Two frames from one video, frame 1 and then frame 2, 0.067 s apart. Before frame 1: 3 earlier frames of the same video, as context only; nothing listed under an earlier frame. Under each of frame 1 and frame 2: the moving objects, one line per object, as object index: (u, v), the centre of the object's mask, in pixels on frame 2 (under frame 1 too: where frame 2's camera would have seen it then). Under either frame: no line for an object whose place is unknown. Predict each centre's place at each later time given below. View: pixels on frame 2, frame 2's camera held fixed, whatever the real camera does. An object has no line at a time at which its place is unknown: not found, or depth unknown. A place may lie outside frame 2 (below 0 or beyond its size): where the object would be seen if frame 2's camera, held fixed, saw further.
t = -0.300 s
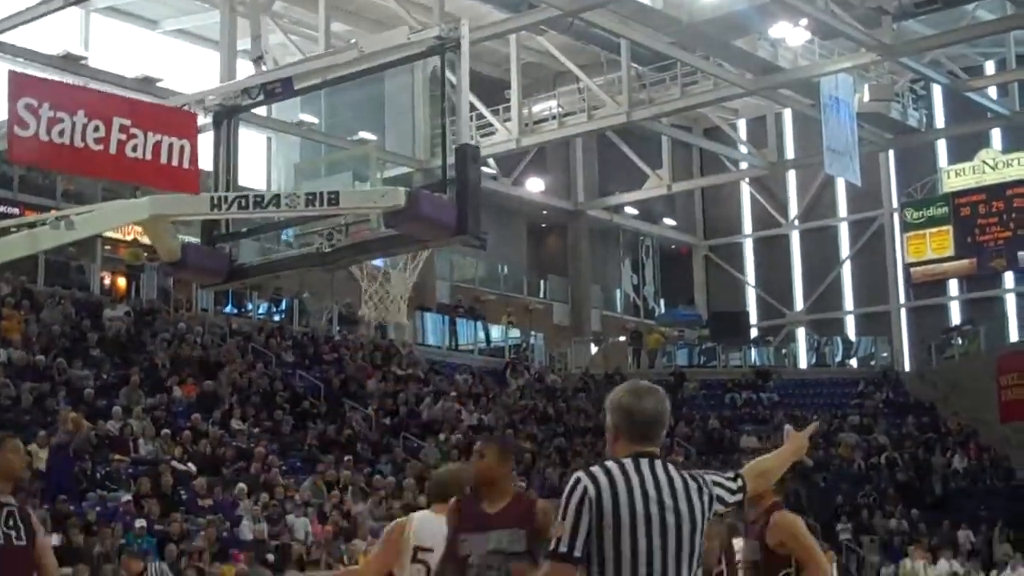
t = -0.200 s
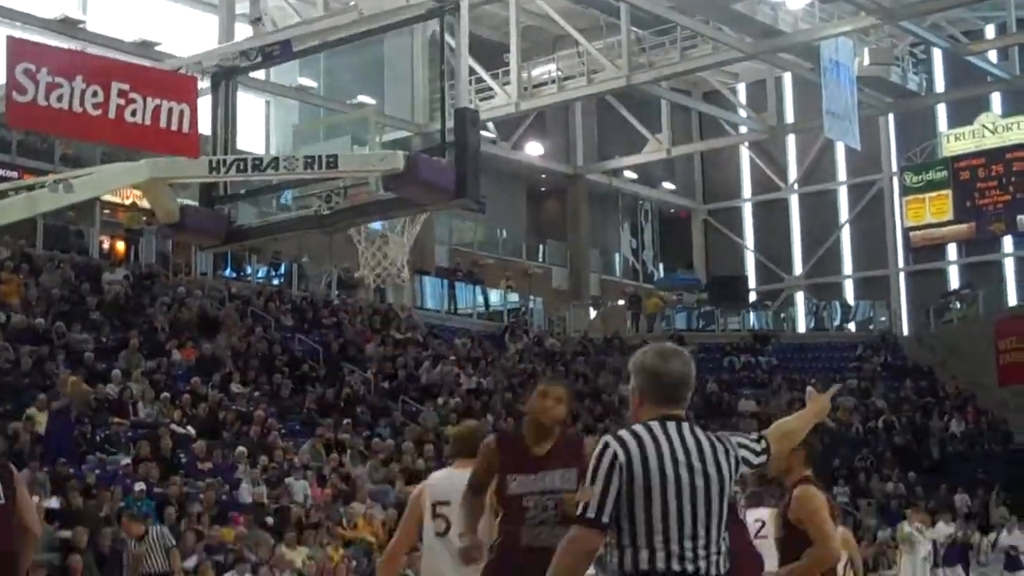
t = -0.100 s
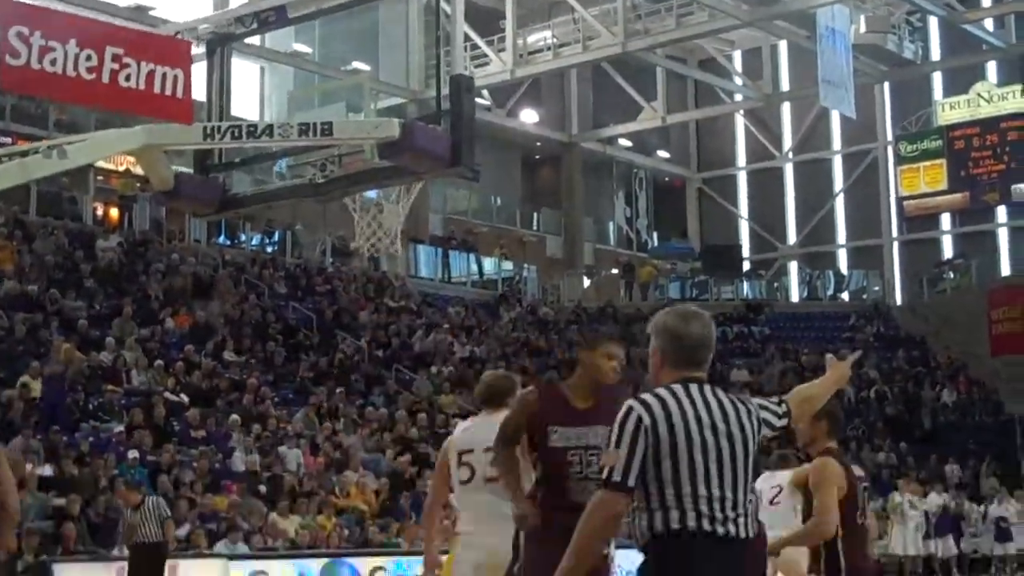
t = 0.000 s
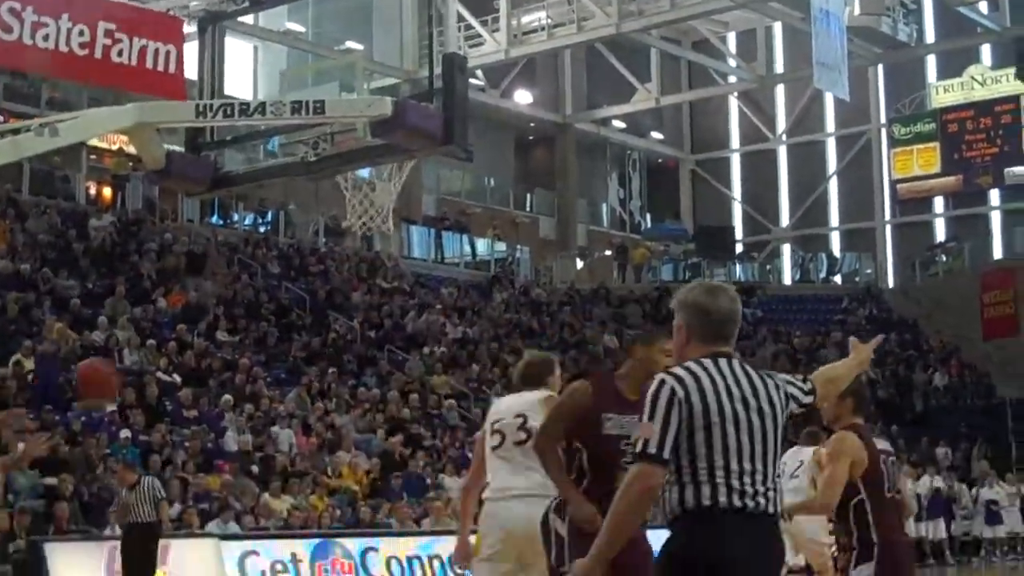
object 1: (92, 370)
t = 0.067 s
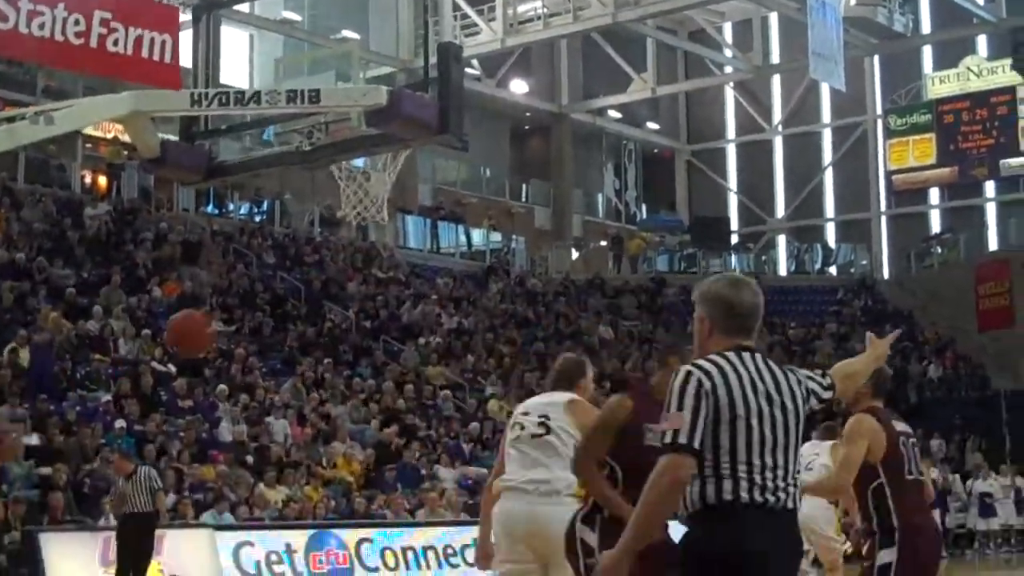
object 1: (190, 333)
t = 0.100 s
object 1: (242, 317)
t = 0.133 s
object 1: (293, 301)
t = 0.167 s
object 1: (344, 288)
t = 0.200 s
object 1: (393, 277)
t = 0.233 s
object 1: (443, 268)
